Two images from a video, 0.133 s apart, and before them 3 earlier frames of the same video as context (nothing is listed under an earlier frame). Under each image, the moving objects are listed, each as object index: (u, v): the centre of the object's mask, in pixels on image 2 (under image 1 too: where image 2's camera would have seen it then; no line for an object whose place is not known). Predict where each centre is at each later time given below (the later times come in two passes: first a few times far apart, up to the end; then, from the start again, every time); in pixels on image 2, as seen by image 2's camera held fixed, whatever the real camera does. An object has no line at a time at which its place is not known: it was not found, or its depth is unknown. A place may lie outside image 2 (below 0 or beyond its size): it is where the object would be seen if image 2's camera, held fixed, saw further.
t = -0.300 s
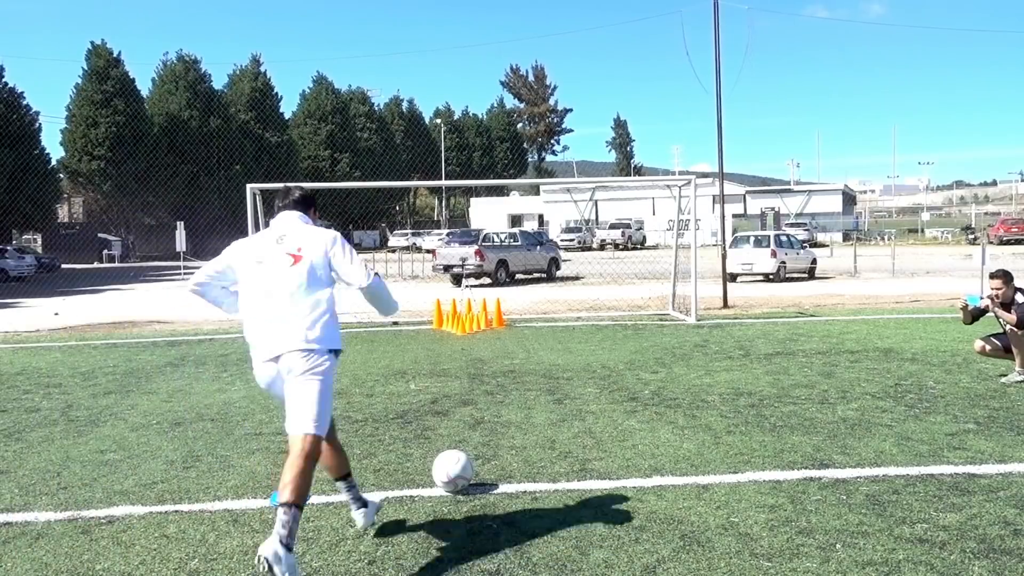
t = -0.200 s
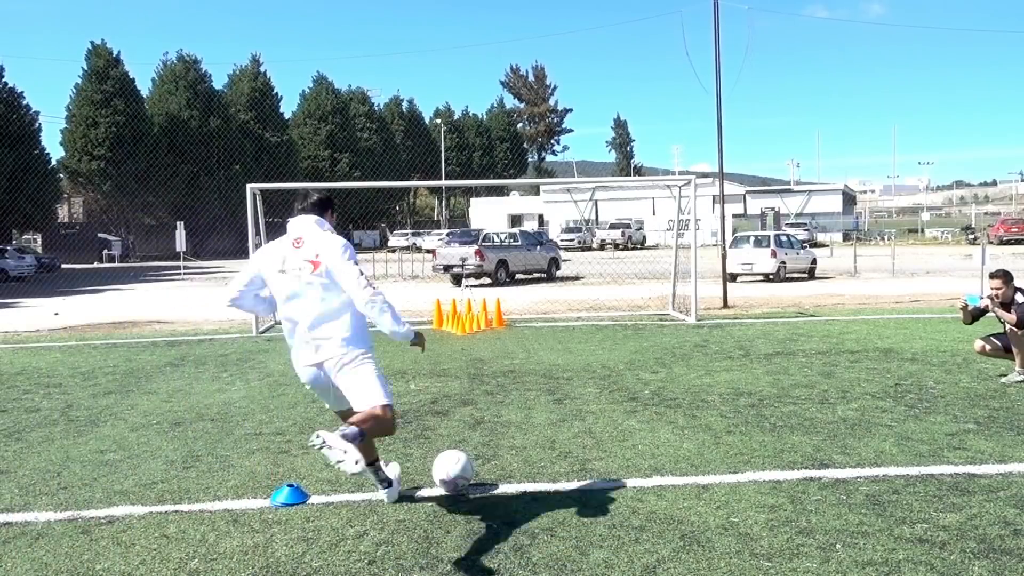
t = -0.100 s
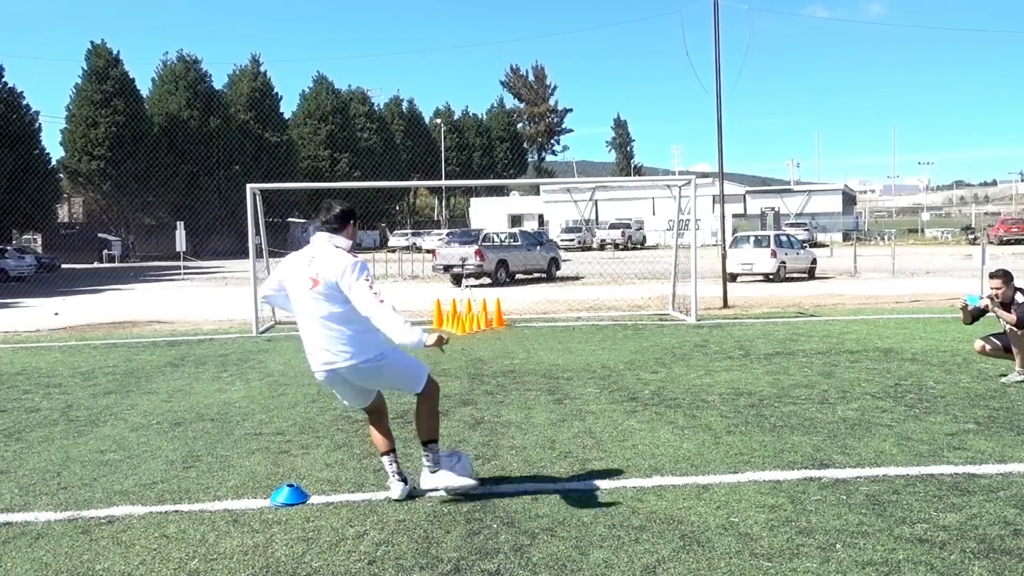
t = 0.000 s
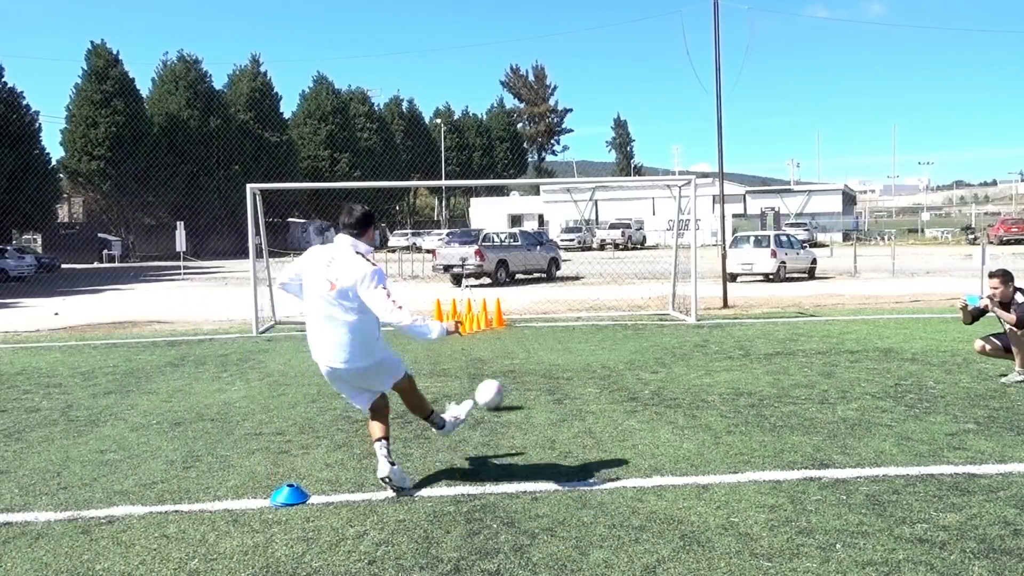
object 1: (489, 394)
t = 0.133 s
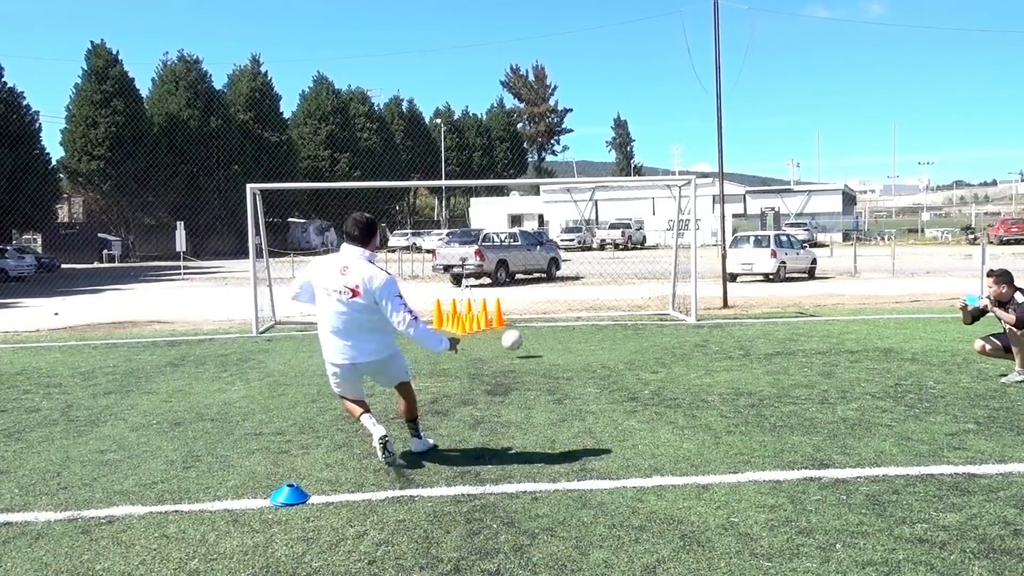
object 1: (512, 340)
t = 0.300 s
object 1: (518, 314)
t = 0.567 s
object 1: (529, 291)
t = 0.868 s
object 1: (551, 323)
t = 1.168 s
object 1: (567, 317)
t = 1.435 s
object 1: (584, 330)
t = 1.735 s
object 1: (609, 346)
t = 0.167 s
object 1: (514, 333)
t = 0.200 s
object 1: (516, 327)
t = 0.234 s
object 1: (516, 324)
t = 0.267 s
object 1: (517, 321)
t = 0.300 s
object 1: (518, 314)
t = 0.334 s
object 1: (519, 309)
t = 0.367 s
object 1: (519, 304)
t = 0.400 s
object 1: (520, 300)
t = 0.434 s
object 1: (523, 298)
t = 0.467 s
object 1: (524, 296)
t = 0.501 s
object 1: (526, 293)
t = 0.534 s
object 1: (527, 291)
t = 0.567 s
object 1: (529, 291)
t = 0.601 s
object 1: (532, 293)
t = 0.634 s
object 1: (533, 294)
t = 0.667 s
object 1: (537, 297)
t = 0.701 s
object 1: (539, 300)
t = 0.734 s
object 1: (543, 305)
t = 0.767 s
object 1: (545, 308)
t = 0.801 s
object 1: (546, 314)
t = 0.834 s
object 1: (548, 320)
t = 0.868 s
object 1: (551, 323)
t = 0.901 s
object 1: (552, 320)
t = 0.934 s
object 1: (554, 317)
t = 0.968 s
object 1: (556, 315)
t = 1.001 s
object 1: (557, 313)
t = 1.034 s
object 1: (559, 312)
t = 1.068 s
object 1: (561, 312)
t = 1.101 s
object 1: (562, 312)
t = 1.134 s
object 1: (564, 314)
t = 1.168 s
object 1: (567, 317)
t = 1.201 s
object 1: (568, 321)
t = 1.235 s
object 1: (571, 326)
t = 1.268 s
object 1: (573, 331)
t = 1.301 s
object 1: (575, 337)
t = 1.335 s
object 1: (578, 333)
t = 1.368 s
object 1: (580, 331)
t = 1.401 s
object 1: (582, 330)
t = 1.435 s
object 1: (584, 330)
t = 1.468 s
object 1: (587, 330)
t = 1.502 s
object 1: (590, 332)
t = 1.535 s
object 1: (593, 334)
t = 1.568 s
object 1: (595, 338)
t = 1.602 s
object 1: (598, 342)
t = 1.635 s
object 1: (601, 347)
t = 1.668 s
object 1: (603, 346)
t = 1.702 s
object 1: (606, 346)
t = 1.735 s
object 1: (609, 346)
